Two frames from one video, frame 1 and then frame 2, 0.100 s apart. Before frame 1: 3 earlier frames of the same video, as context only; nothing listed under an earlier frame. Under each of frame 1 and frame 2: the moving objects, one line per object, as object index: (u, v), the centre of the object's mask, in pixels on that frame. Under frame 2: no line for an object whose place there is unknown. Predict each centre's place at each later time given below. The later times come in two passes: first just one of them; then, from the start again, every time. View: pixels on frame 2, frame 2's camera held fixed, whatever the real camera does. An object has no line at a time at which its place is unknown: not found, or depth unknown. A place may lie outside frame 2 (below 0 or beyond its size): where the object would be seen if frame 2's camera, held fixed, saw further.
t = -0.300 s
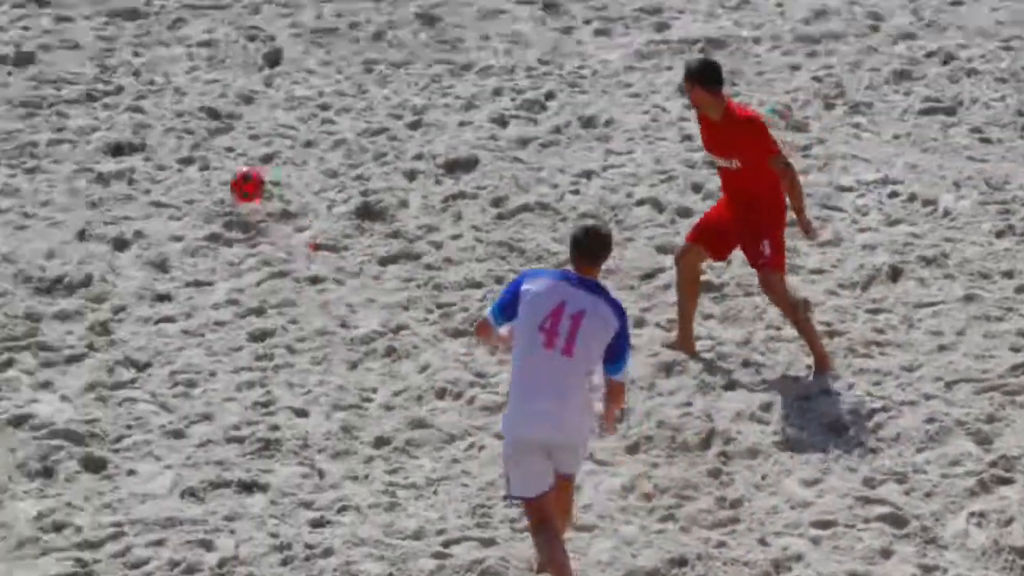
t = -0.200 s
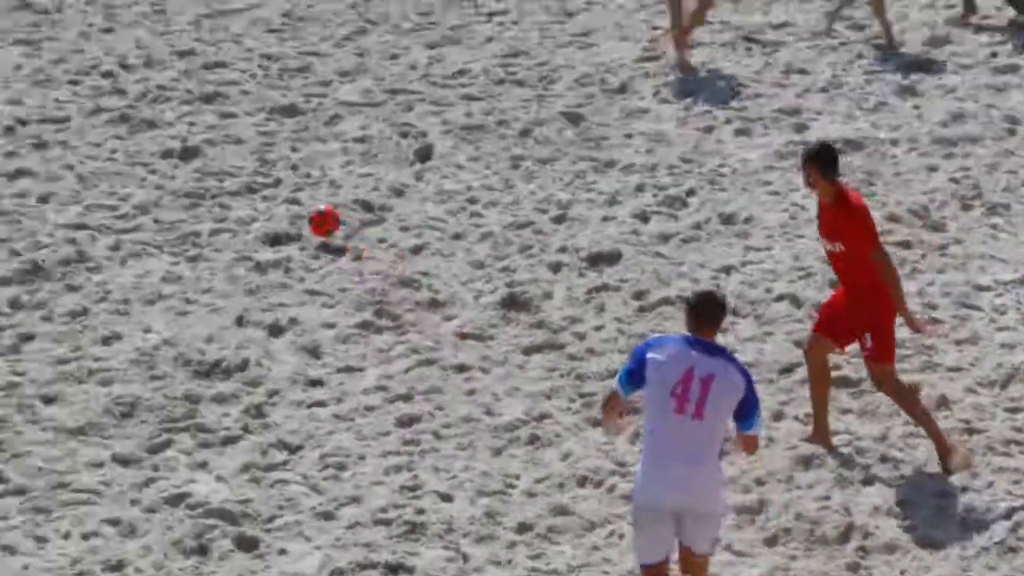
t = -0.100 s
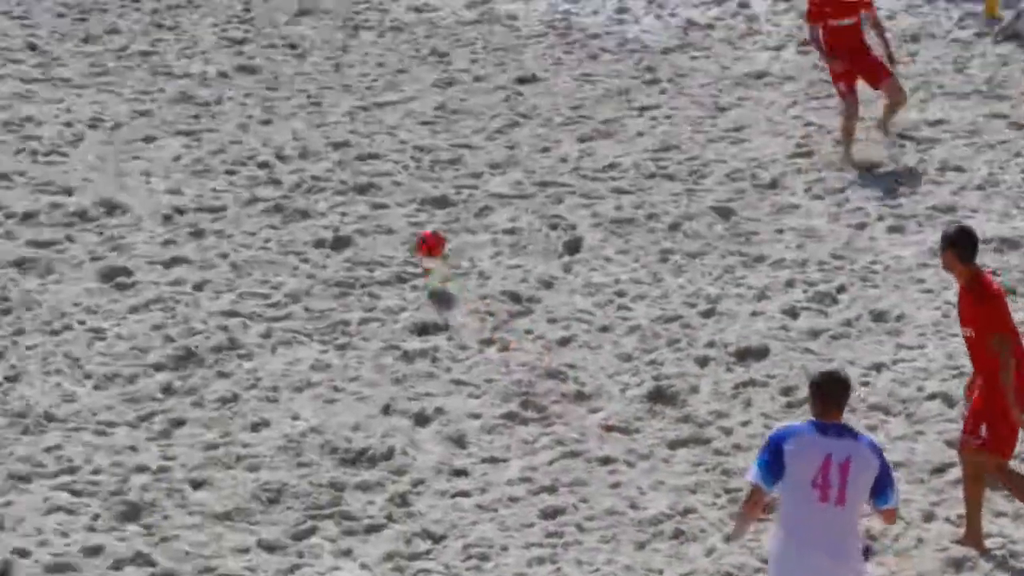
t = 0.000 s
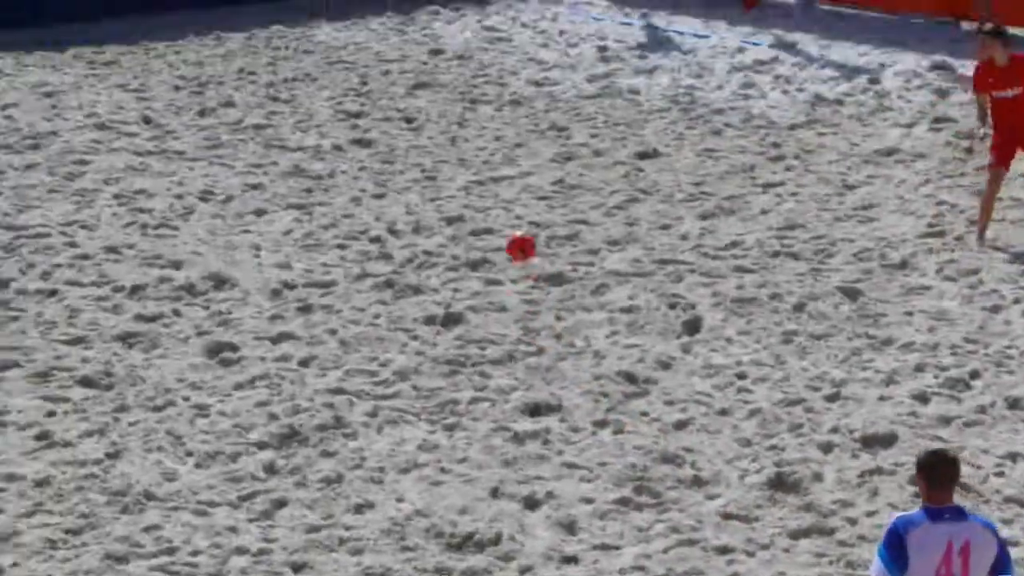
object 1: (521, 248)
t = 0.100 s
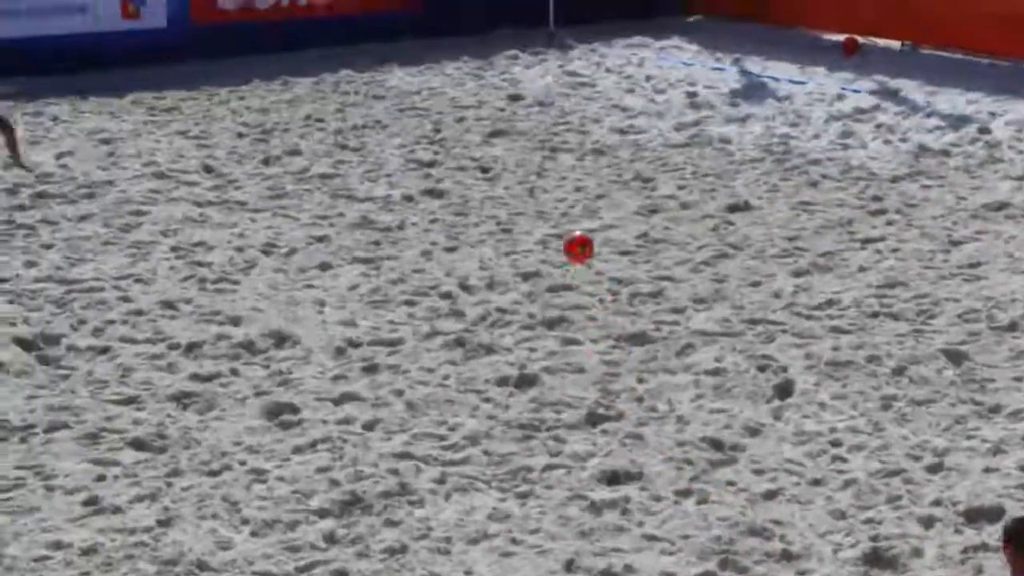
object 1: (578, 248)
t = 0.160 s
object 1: (566, 222)
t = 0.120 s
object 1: (575, 239)
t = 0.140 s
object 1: (570, 230)
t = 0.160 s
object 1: (566, 222)
